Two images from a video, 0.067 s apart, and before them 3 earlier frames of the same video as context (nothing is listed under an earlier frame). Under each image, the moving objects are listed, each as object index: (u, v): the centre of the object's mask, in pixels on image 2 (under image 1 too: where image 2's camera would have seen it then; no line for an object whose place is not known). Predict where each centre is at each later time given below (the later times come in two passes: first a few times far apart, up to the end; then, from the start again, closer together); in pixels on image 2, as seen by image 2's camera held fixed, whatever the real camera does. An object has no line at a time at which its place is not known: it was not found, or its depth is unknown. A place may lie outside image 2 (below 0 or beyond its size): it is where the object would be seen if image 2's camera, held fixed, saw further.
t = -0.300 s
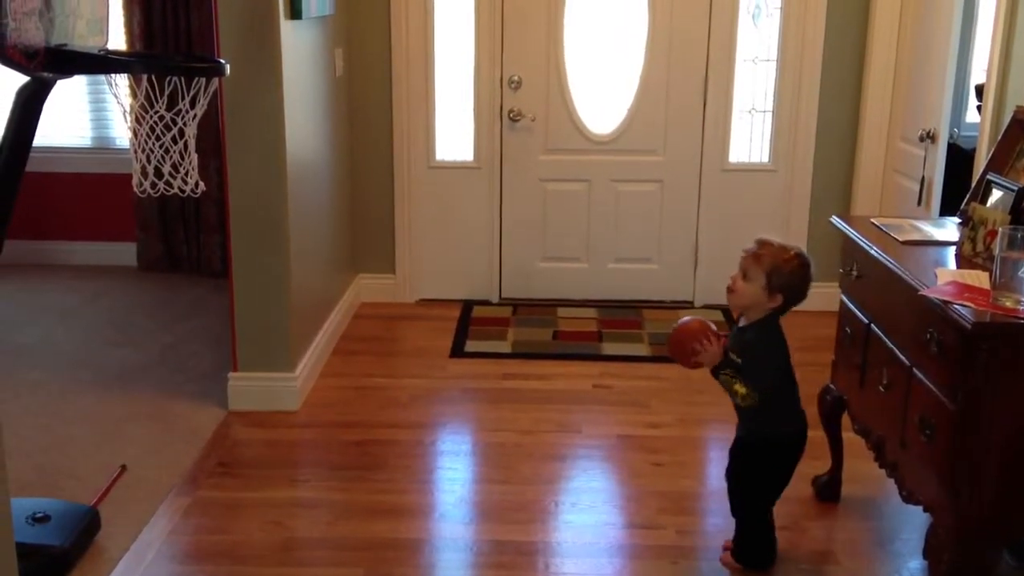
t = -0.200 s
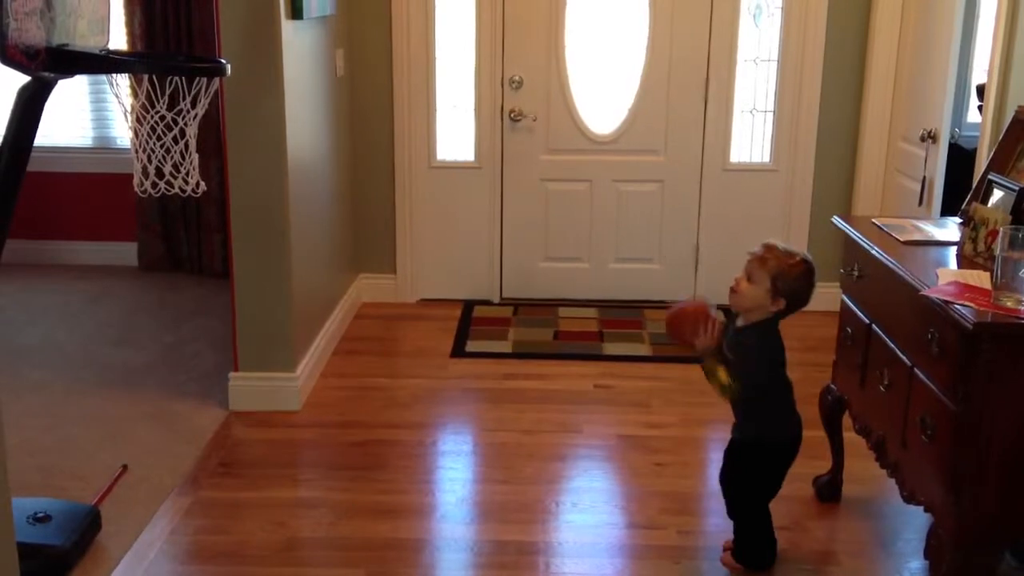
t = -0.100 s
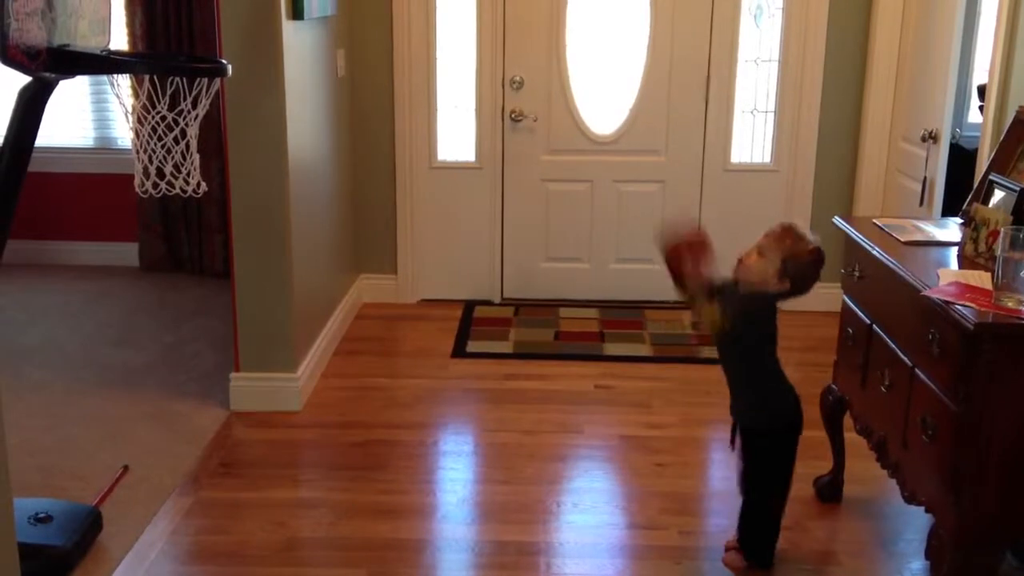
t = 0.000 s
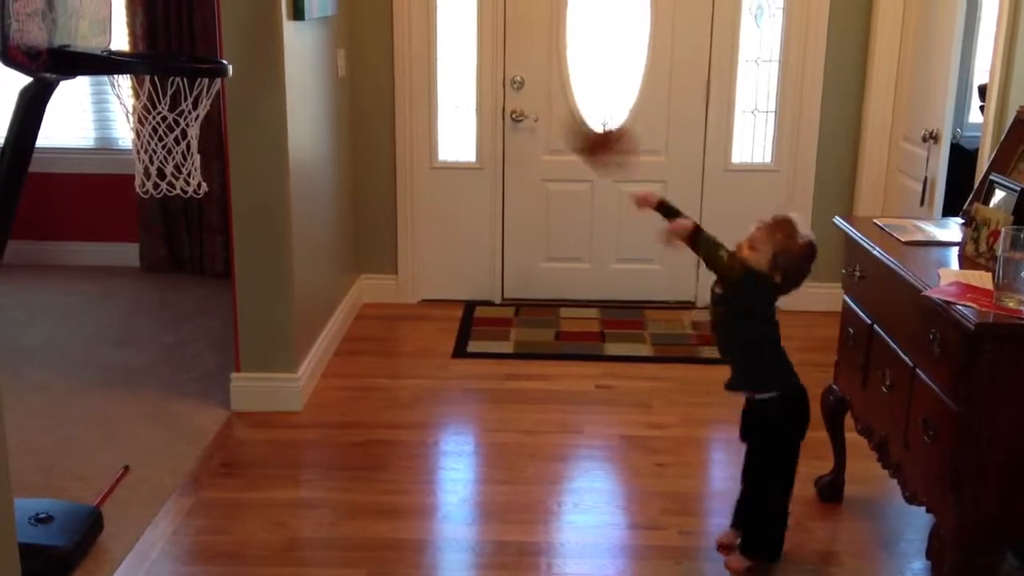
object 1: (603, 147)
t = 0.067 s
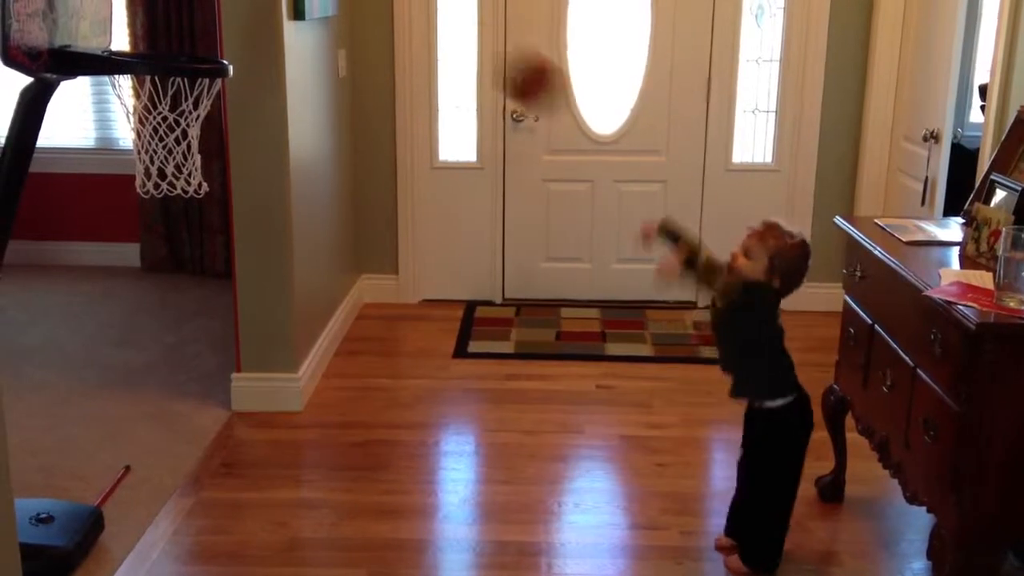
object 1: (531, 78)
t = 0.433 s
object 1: (151, 29)
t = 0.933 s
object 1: (155, 327)
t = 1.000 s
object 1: (175, 452)
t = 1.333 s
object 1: (222, 342)
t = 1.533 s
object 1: (243, 301)
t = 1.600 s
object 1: (254, 324)
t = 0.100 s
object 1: (497, 54)
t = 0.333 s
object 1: (237, 18)
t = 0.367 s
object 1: (186, 25)
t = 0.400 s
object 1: (163, 35)
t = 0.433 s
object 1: (151, 29)
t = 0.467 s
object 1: (130, 26)
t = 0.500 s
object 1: (110, 25)
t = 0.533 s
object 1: (88, 30)
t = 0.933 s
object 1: (155, 327)
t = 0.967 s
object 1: (165, 392)
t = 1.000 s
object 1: (175, 452)
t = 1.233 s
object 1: (211, 426)
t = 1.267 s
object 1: (213, 390)
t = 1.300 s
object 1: (218, 365)
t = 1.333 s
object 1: (222, 342)
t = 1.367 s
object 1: (226, 325)
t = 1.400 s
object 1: (228, 312)
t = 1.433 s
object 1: (231, 303)
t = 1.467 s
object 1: (235, 297)
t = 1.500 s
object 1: (239, 297)
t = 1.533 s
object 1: (243, 301)
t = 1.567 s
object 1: (248, 309)
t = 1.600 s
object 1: (254, 324)
